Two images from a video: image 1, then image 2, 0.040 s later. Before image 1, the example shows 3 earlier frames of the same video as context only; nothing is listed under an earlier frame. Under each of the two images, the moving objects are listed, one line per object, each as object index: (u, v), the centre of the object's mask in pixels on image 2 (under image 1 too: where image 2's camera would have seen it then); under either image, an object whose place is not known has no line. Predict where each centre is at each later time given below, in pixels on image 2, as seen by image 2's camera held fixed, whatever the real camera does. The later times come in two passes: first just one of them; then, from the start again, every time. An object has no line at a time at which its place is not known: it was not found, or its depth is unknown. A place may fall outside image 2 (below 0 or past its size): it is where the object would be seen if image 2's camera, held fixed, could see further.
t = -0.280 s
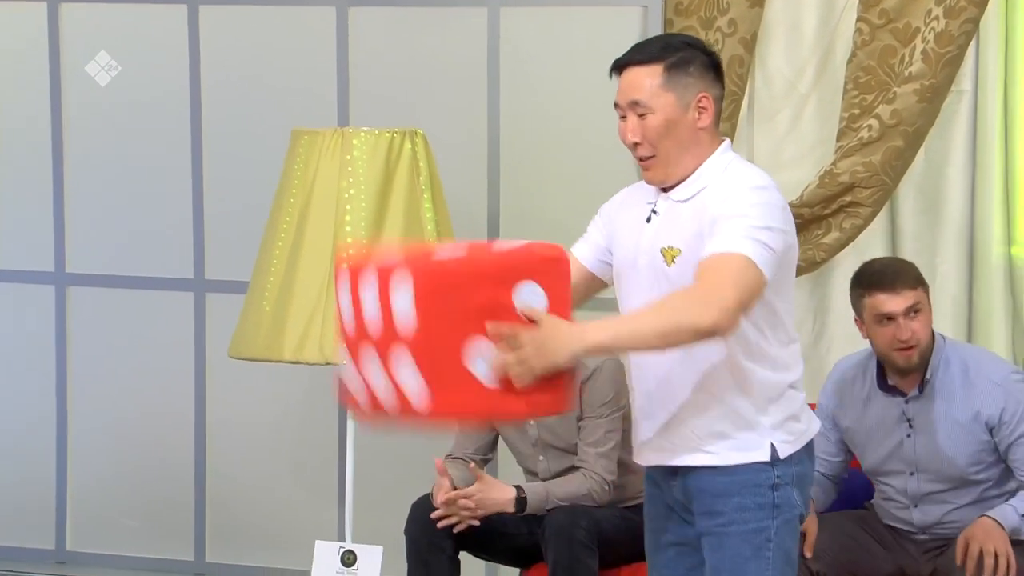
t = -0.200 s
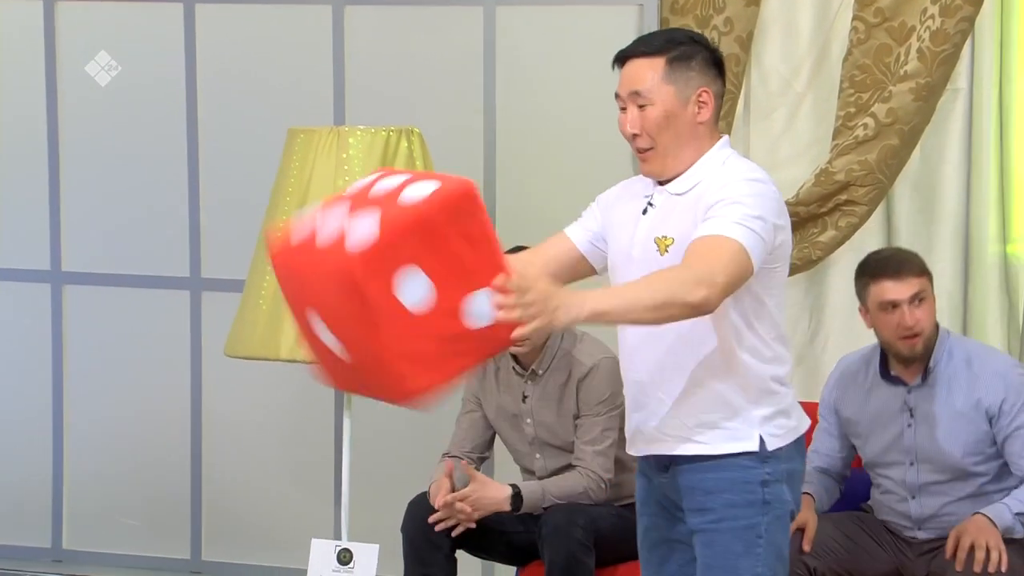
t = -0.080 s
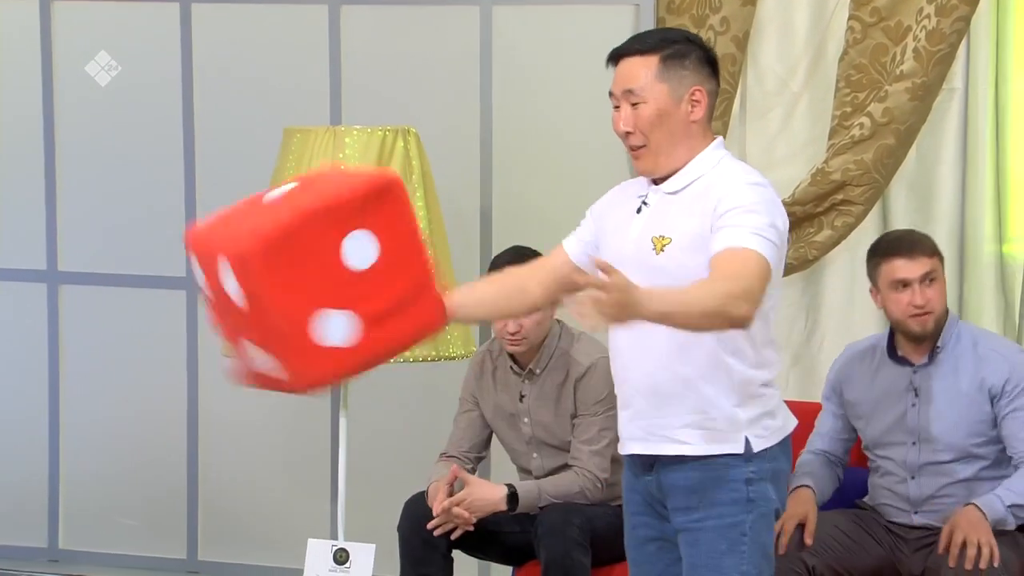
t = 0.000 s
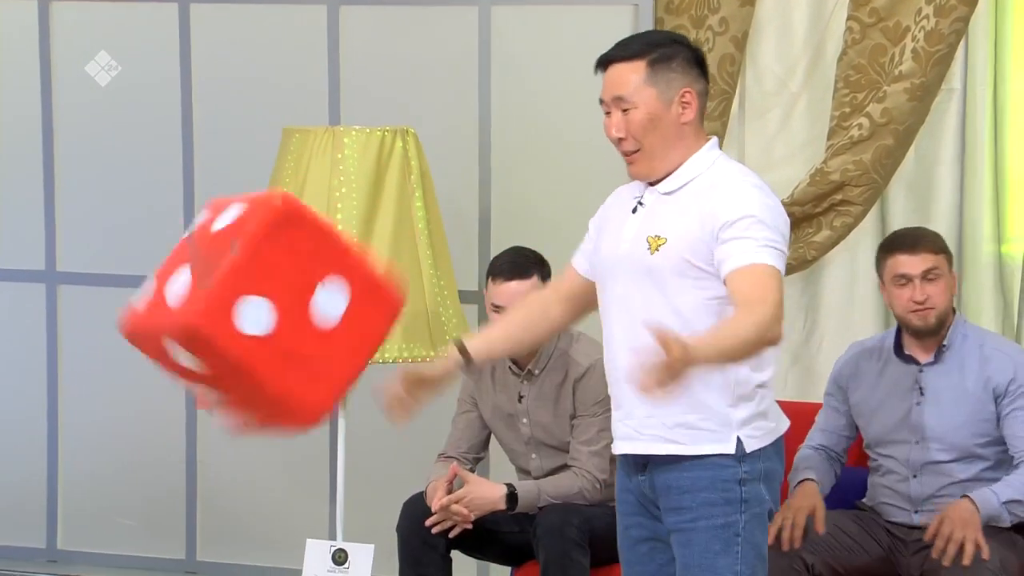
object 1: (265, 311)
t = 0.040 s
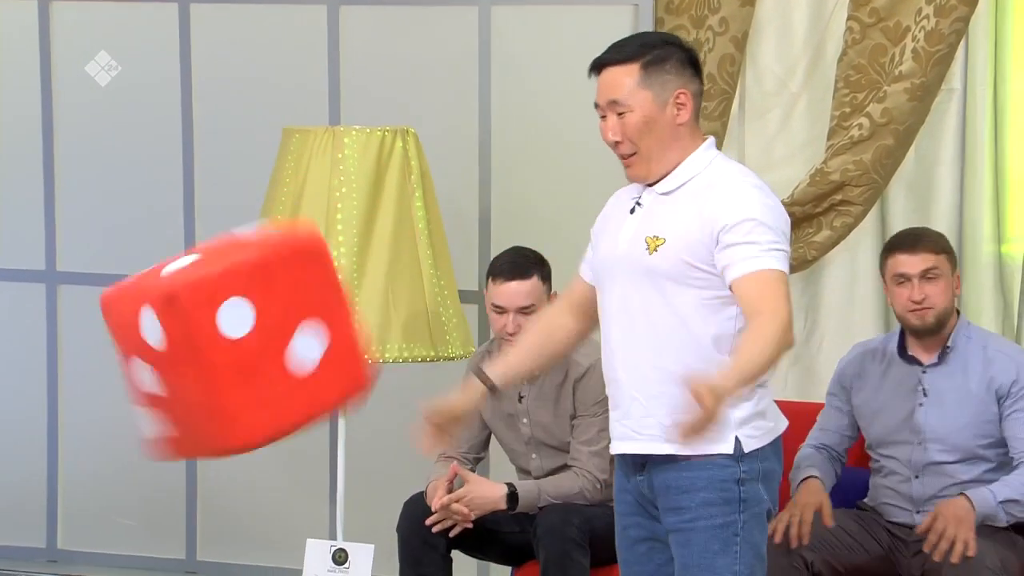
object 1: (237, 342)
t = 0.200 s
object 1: (130, 514)
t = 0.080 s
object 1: (213, 377)
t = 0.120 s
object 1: (186, 427)
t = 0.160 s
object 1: (158, 473)
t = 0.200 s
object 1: (130, 514)
